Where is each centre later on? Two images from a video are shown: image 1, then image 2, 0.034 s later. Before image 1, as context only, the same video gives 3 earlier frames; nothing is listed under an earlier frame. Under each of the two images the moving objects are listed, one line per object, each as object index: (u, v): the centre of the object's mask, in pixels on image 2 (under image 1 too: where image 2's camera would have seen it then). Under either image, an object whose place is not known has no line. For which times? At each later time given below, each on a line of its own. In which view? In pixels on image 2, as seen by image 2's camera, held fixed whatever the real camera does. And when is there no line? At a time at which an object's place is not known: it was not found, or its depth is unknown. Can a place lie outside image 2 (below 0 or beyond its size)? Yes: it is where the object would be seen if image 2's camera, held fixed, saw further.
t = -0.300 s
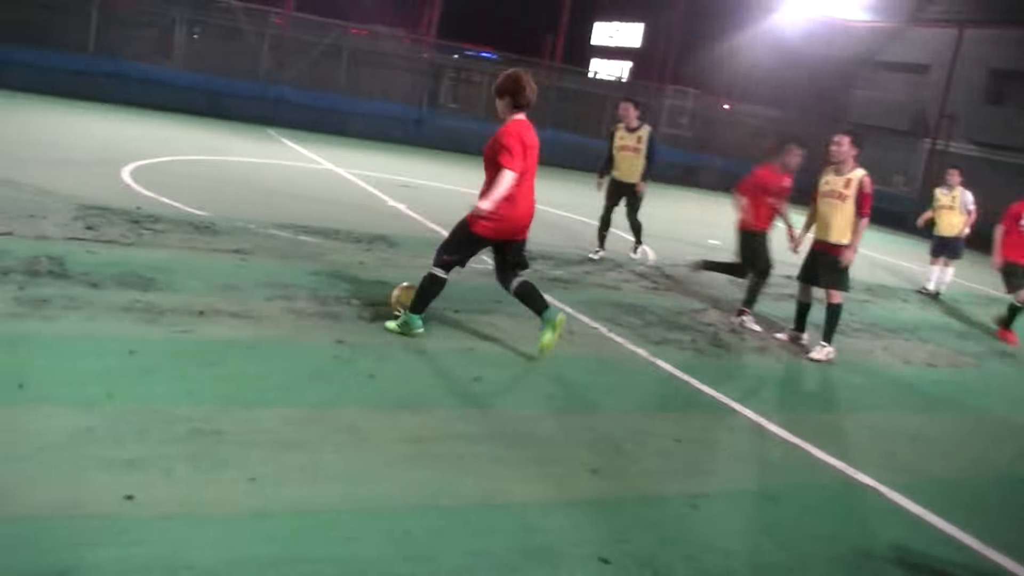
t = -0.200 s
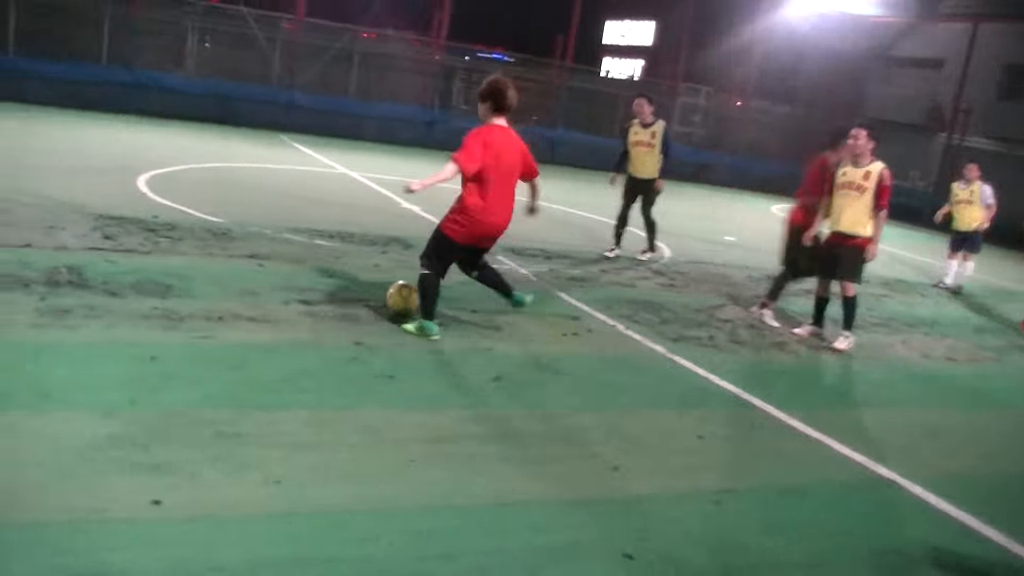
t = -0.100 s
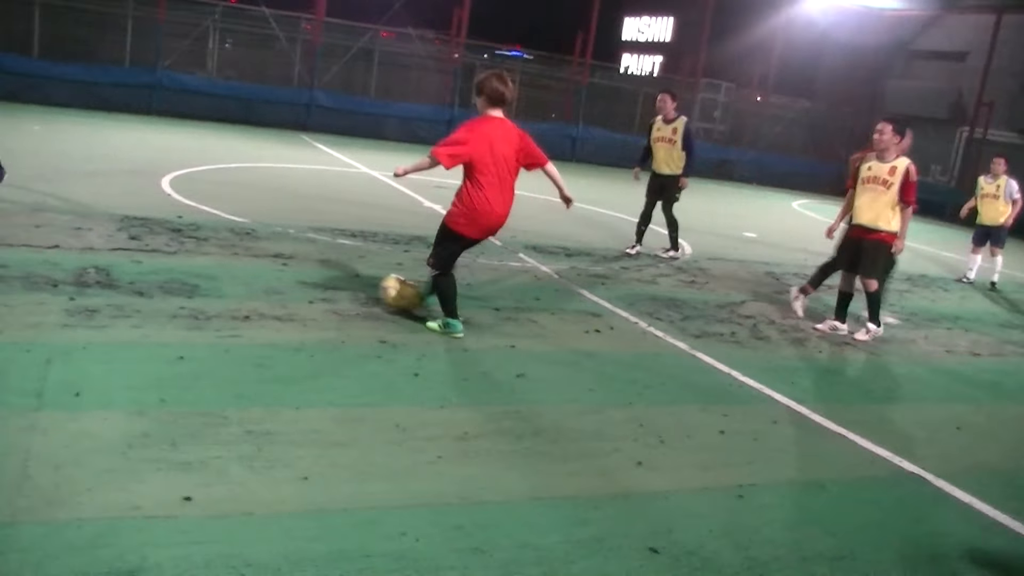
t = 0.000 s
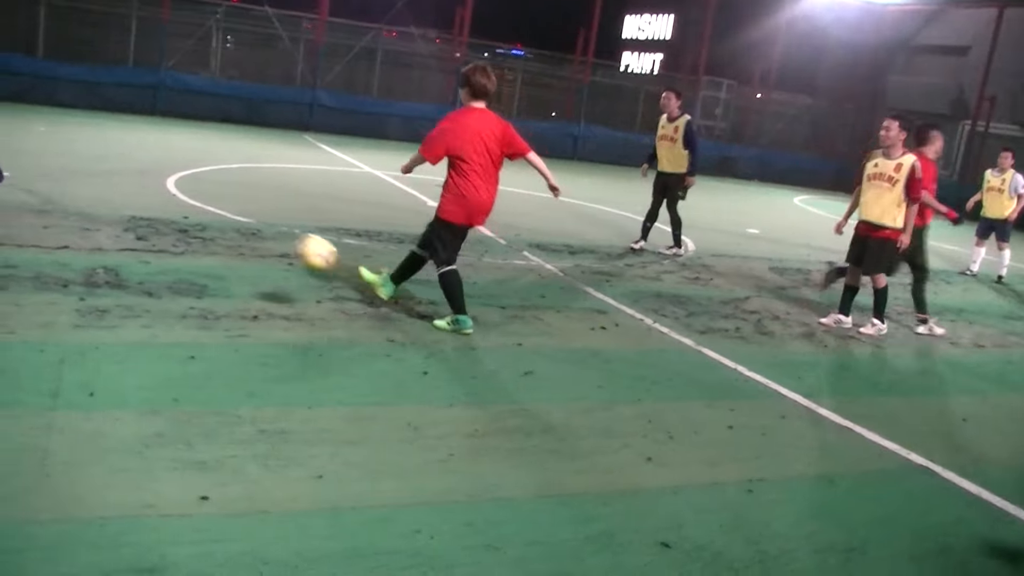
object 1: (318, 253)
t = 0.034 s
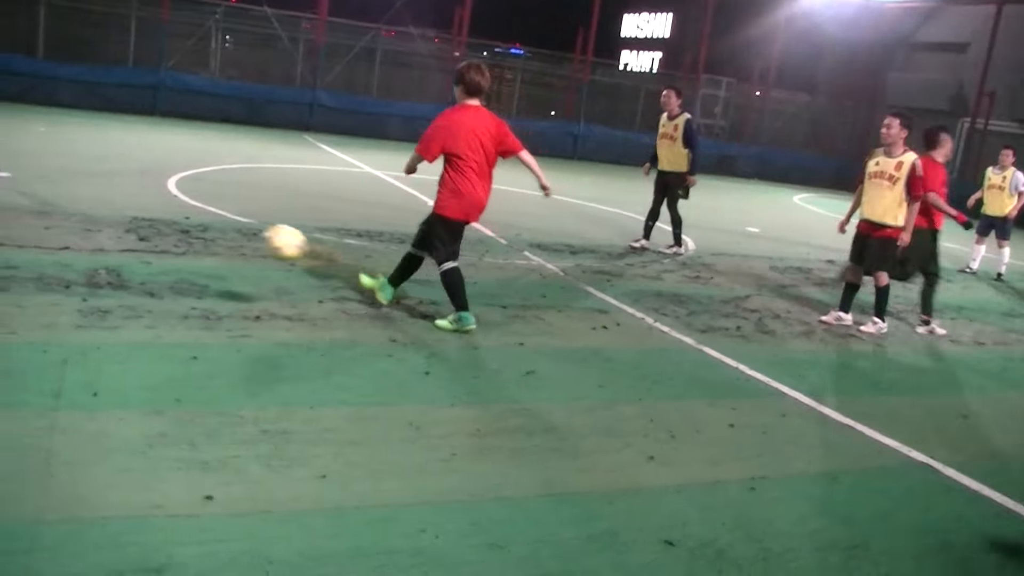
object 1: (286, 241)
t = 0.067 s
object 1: (251, 233)
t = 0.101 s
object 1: (215, 225)
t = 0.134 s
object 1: (178, 218)
